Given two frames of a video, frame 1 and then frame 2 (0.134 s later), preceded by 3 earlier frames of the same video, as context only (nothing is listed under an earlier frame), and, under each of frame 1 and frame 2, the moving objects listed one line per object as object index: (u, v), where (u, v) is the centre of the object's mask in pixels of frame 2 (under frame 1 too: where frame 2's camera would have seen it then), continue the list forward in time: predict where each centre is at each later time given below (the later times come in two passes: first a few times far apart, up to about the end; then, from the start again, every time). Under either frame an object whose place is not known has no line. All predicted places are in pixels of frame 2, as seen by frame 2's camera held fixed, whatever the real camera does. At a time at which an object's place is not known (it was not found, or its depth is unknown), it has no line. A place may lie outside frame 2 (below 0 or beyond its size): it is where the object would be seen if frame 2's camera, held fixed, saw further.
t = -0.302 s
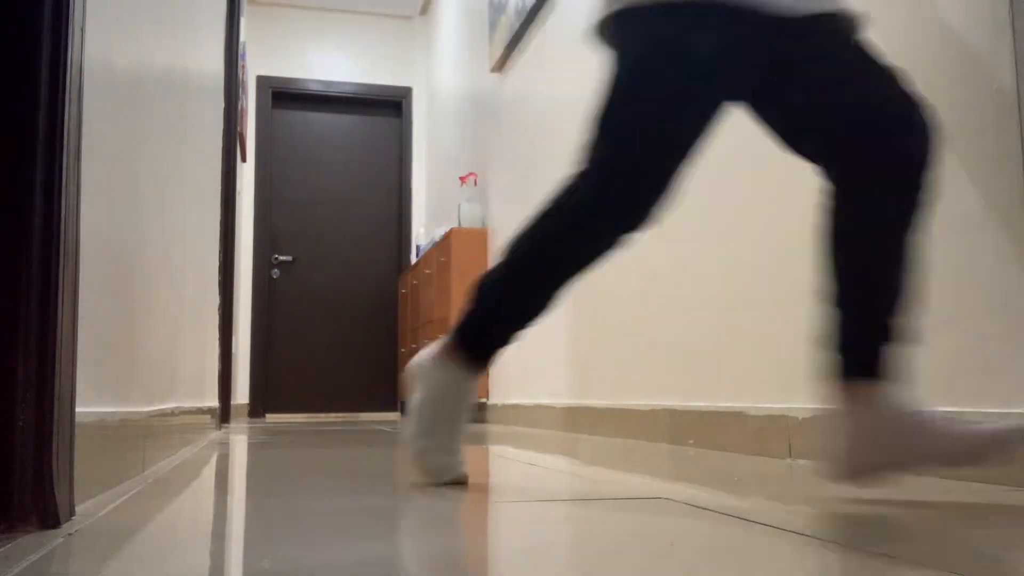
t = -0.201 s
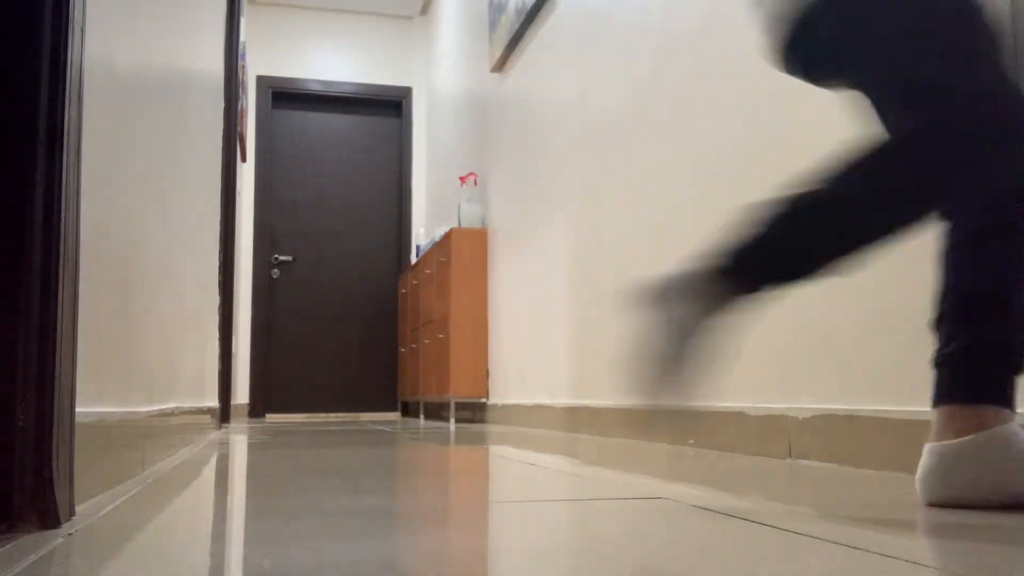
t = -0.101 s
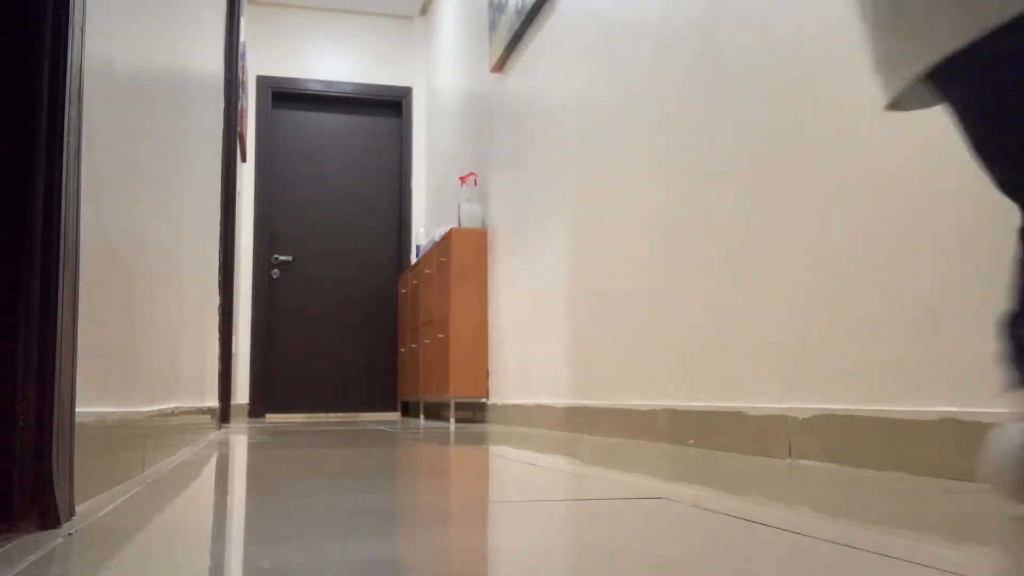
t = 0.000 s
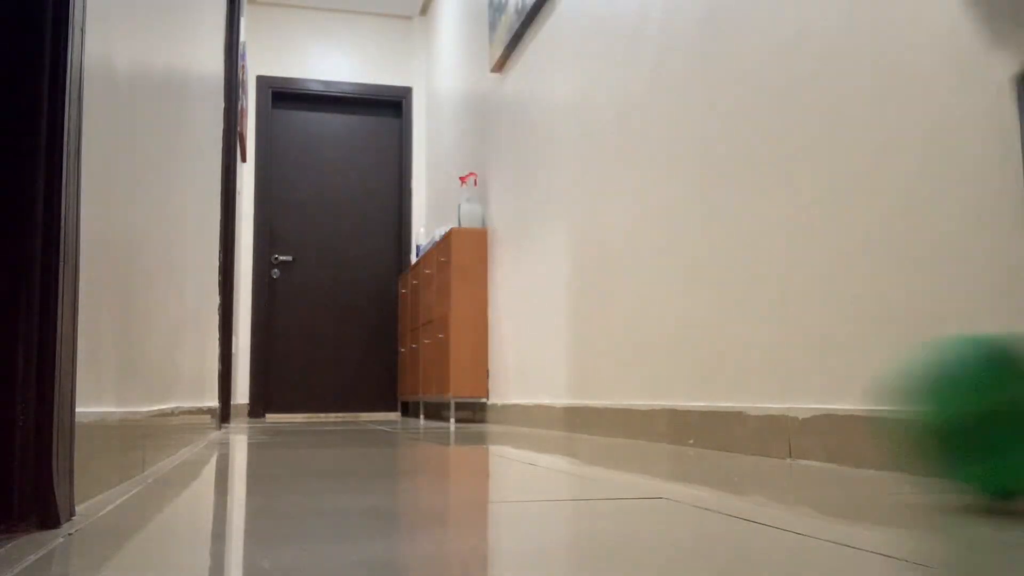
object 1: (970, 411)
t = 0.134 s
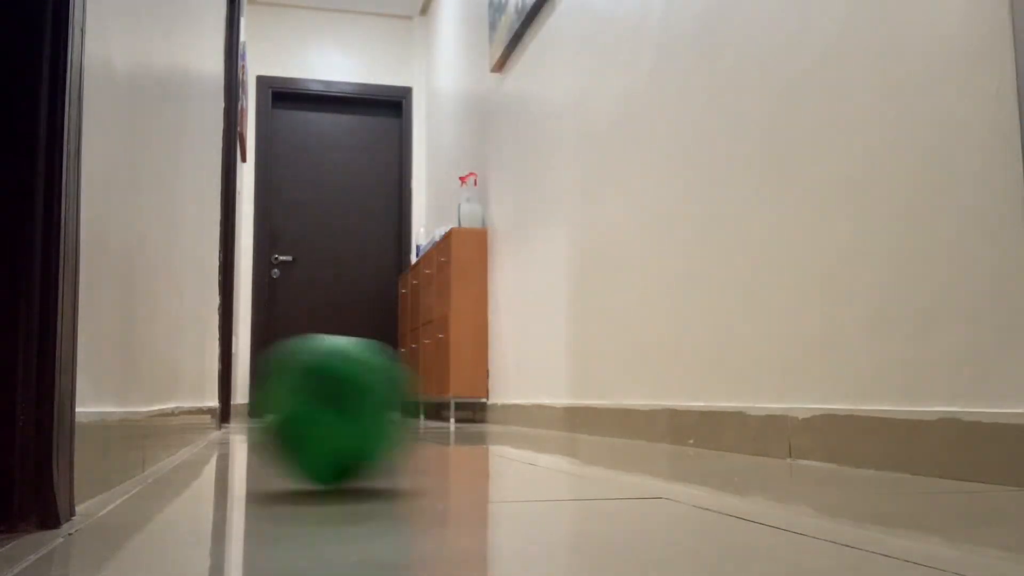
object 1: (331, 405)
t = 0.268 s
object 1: (322, 312)
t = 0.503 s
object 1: (661, 303)
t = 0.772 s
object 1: (536, 330)
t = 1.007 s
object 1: (305, 360)
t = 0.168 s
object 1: (239, 402)
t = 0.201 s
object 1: (174, 386)
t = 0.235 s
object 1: (259, 340)
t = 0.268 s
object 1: (322, 312)
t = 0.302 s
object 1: (375, 291)
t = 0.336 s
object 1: (433, 276)
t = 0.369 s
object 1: (488, 270)
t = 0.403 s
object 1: (537, 269)
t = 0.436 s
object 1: (581, 275)
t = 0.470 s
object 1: (622, 287)
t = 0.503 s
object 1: (661, 303)
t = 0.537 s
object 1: (697, 324)
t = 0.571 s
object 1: (732, 348)
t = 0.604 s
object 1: (703, 376)
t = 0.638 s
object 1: (665, 408)
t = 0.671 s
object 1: (631, 399)
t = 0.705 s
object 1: (599, 371)
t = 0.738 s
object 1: (568, 348)
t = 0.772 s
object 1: (536, 330)
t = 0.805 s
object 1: (503, 317)
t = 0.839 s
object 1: (470, 310)
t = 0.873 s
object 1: (436, 309)
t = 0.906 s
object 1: (402, 314)
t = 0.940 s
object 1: (369, 324)
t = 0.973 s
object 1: (337, 340)
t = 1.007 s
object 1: (305, 360)
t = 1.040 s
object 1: (271, 387)
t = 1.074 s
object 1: (235, 417)
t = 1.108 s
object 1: (204, 393)
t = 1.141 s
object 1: (227, 358)
